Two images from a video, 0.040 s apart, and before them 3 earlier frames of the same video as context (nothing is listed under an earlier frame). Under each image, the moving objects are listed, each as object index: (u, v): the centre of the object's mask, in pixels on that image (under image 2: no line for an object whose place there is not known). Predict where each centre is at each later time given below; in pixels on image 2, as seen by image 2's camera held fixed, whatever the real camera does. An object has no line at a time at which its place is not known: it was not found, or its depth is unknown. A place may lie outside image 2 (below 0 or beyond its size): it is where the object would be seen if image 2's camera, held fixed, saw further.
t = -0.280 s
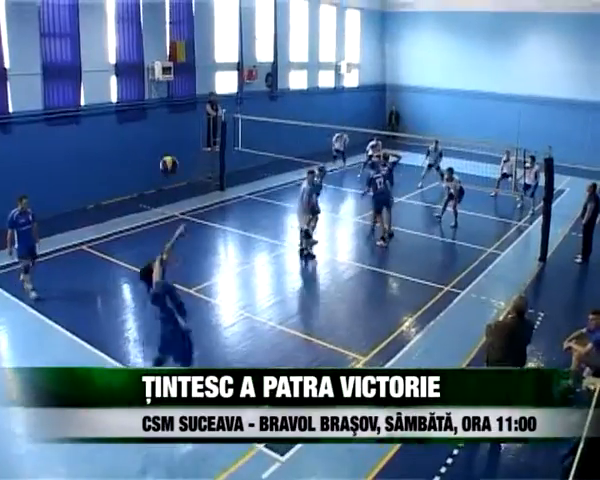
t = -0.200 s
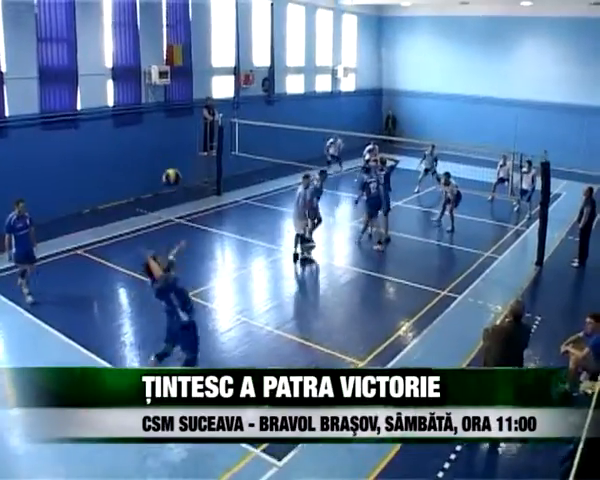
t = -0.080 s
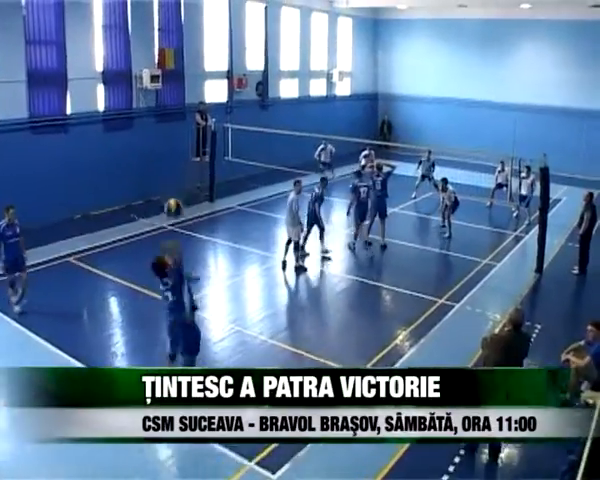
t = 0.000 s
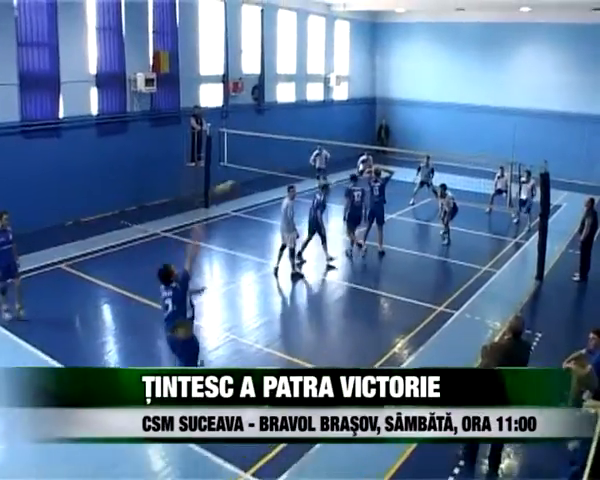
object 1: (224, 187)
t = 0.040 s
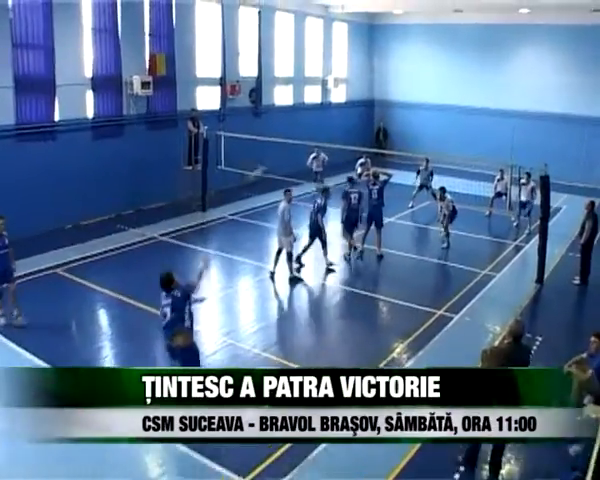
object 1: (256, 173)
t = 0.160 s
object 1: (335, 135)
